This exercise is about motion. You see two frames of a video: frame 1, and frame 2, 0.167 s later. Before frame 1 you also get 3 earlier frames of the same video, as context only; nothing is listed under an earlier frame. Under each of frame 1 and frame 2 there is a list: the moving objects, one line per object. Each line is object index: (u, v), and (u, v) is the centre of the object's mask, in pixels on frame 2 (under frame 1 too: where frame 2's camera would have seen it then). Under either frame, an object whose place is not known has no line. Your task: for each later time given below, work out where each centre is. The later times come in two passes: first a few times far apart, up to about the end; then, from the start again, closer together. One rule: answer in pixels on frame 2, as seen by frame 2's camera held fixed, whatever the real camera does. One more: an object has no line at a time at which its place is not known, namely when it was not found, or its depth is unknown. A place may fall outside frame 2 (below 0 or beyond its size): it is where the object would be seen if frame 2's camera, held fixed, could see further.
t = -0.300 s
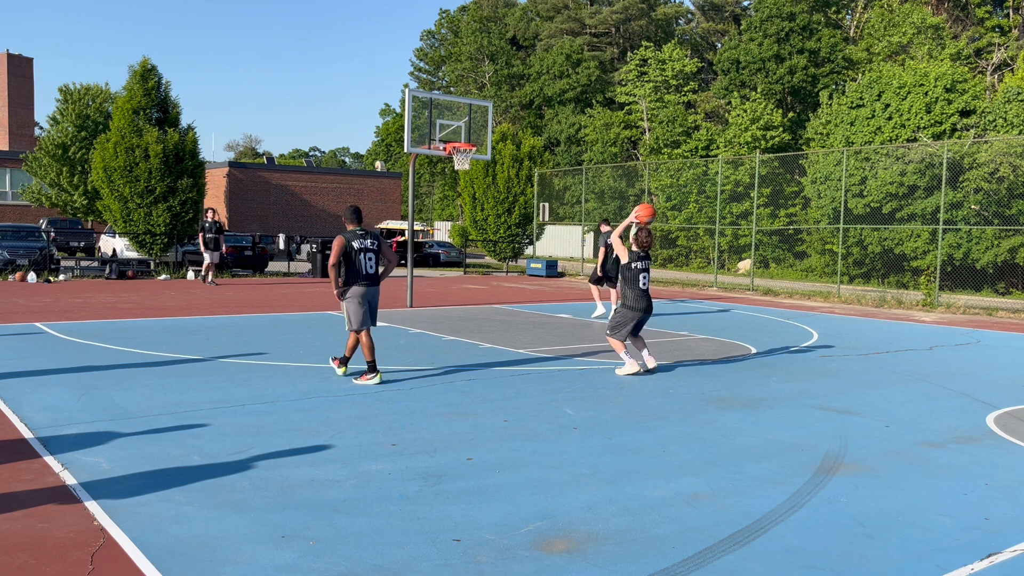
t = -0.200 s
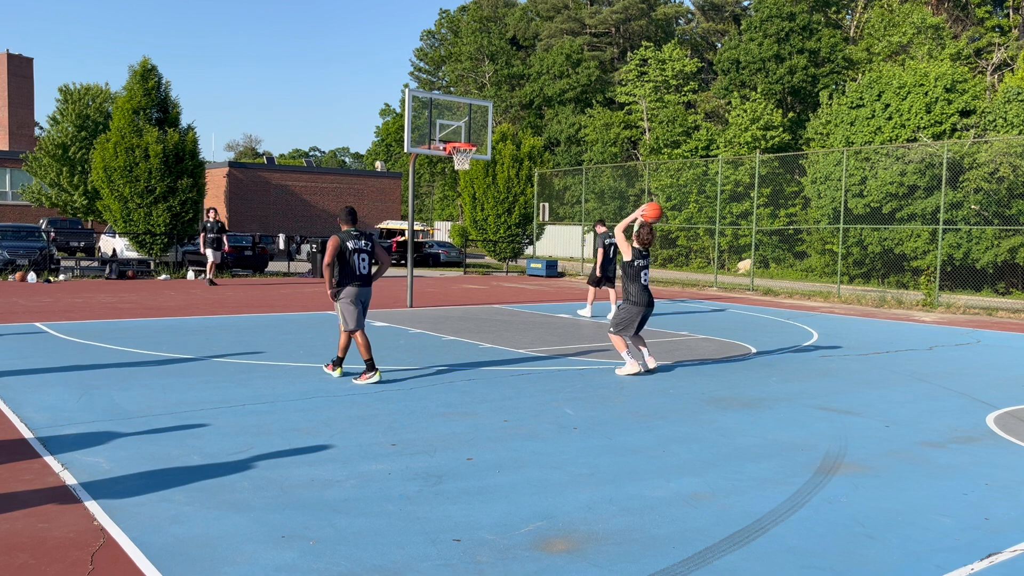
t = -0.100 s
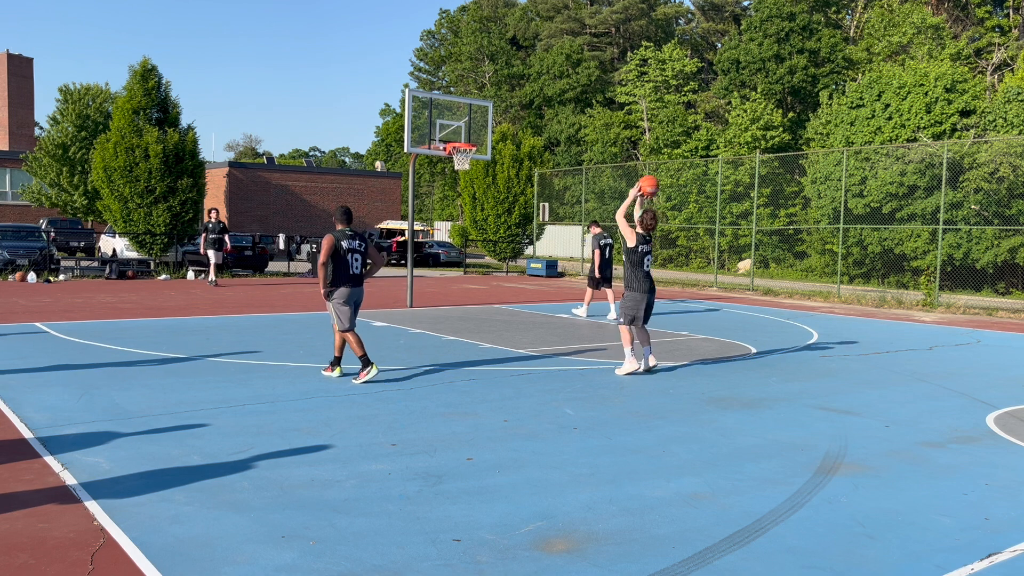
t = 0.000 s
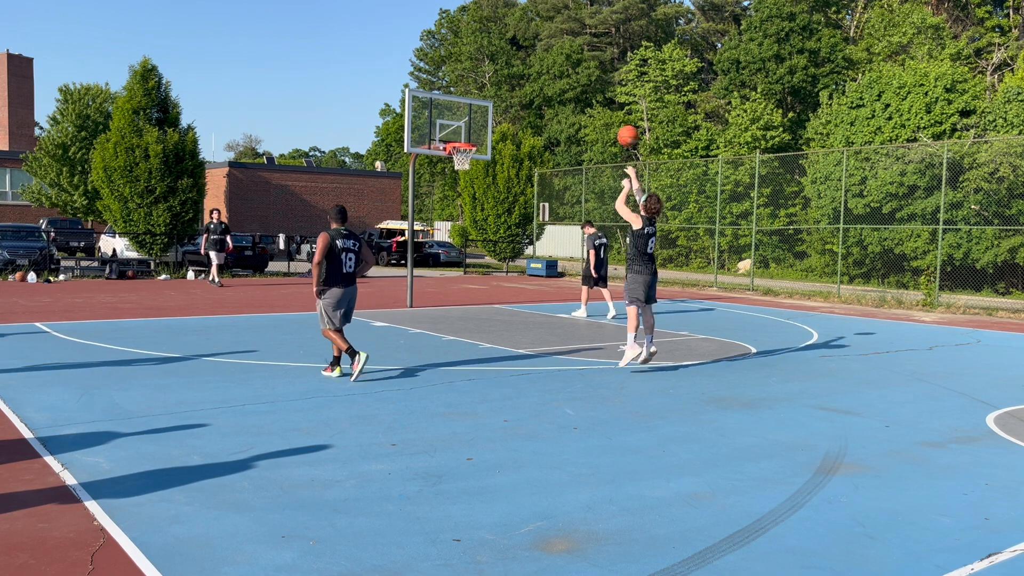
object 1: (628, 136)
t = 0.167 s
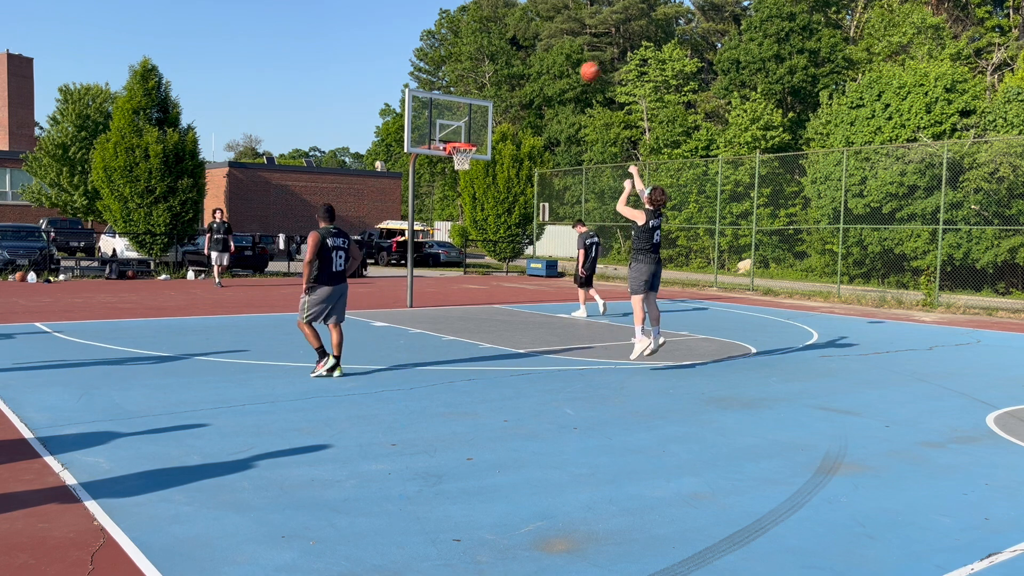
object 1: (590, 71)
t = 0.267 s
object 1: (570, 47)
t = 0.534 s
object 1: (522, 26)
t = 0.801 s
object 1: (483, 54)
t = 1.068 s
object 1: (451, 117)
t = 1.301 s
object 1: (436, 102)
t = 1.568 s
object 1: (415, 62)
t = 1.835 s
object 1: (392, 65)
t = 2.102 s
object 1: (367, 113)
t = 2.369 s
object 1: (340, 210)
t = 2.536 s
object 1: (323, 295)
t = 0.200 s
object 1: (583, 62)
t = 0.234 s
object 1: (576, 55)
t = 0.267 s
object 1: (570, 47)
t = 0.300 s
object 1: (563, 41)
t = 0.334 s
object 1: (557, 37)
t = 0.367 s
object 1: (550, 33)
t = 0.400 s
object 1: (545, 30)
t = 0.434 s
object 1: (539, 28)
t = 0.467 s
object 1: (533, 27)
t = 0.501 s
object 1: (528, 26)
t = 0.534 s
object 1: (522, 26)
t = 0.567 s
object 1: (517, 27)
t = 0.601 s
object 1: (512, 29)
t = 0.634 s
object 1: (507, 32)
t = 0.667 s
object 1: (502, 35)
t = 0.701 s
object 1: (497, 38)
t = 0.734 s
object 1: (492, 43)
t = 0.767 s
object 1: (488, 48)
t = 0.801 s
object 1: (483, 54)
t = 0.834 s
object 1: (479, 60)
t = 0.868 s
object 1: (474, 67)
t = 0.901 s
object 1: (470, 74)
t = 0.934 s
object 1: (466, 82)
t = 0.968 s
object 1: (462, 90)
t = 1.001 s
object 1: (458, 99)
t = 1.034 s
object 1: (454, 108)
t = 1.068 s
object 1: (451, 117)
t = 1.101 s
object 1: (447, 127)
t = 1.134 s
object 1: (444, 137)
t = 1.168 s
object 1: (445, 135)
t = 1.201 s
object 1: (444, 126)
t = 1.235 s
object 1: (441, 117)
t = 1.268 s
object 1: (438, 109)
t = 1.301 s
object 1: (436, 102)
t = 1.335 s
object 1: (433, 95)
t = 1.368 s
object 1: (431, 88)
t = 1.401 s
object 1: (429, 83)
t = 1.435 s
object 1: (426, 77)
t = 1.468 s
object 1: (423, 73)
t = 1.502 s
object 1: (420, 69)
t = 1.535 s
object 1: (418, 65)
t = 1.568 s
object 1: (415, 62)
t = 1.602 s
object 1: (412, 61)
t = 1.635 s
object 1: (409, 59)
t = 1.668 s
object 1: (407, 58)
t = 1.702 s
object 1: (404, 59)
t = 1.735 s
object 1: (401, 59)
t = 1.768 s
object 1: (398, 61)
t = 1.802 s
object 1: (395, 63)
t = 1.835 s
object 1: (392, 65)
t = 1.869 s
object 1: (389, 69)
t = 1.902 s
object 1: (386, 73)
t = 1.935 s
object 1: (383, 78)
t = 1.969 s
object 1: (380, 83)
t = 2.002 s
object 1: (377, 90)
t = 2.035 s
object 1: (373, 97)
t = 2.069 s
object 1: (370, 105)
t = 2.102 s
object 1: (367, 113)
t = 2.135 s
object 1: (364, 123)
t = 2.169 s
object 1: (361, 133)
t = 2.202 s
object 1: (357, 144)
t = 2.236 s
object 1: (354, 156)
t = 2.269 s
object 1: (350, 167)
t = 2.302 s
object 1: (347, 181)
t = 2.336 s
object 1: (343, 195)
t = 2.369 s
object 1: (340, 210)
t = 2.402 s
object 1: (336, 225)
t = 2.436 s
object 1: (334, 241)
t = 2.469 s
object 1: (330, 258)
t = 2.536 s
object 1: (323, 295)
